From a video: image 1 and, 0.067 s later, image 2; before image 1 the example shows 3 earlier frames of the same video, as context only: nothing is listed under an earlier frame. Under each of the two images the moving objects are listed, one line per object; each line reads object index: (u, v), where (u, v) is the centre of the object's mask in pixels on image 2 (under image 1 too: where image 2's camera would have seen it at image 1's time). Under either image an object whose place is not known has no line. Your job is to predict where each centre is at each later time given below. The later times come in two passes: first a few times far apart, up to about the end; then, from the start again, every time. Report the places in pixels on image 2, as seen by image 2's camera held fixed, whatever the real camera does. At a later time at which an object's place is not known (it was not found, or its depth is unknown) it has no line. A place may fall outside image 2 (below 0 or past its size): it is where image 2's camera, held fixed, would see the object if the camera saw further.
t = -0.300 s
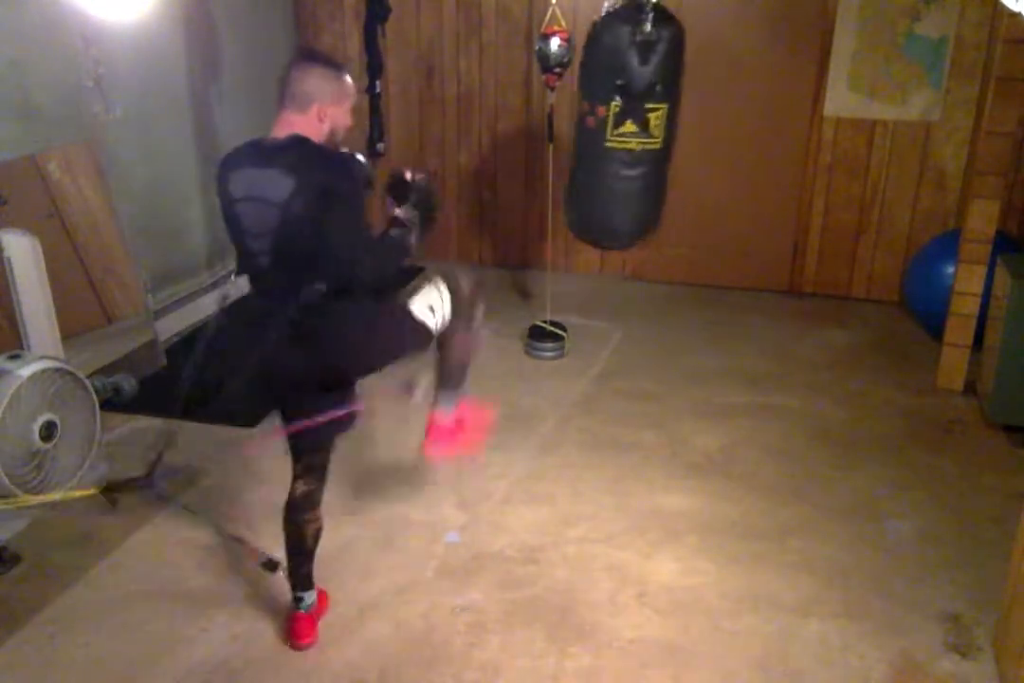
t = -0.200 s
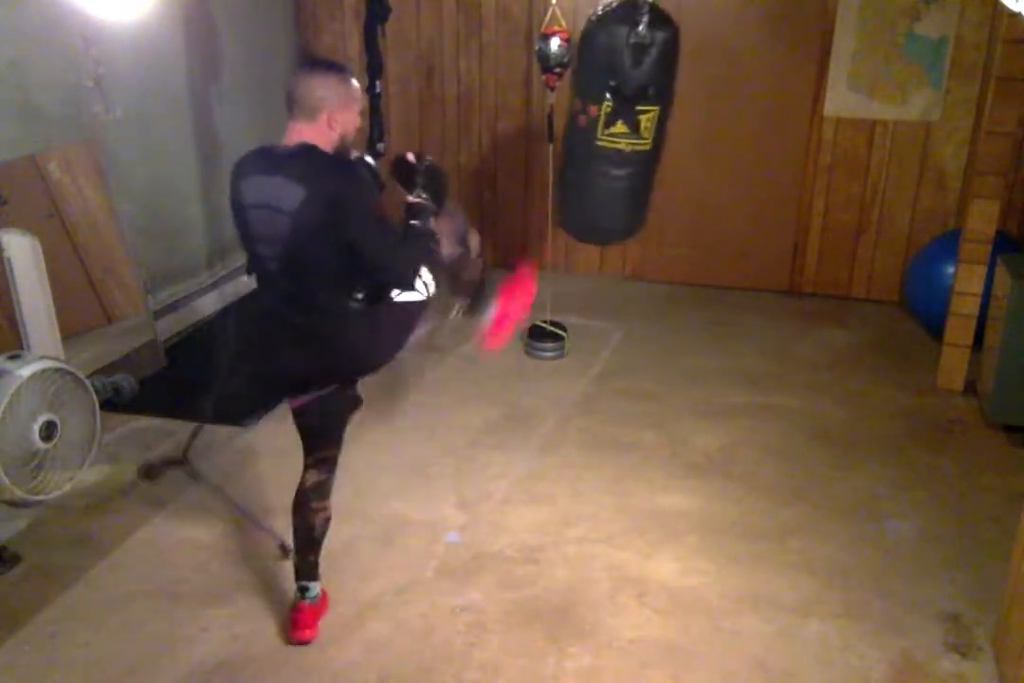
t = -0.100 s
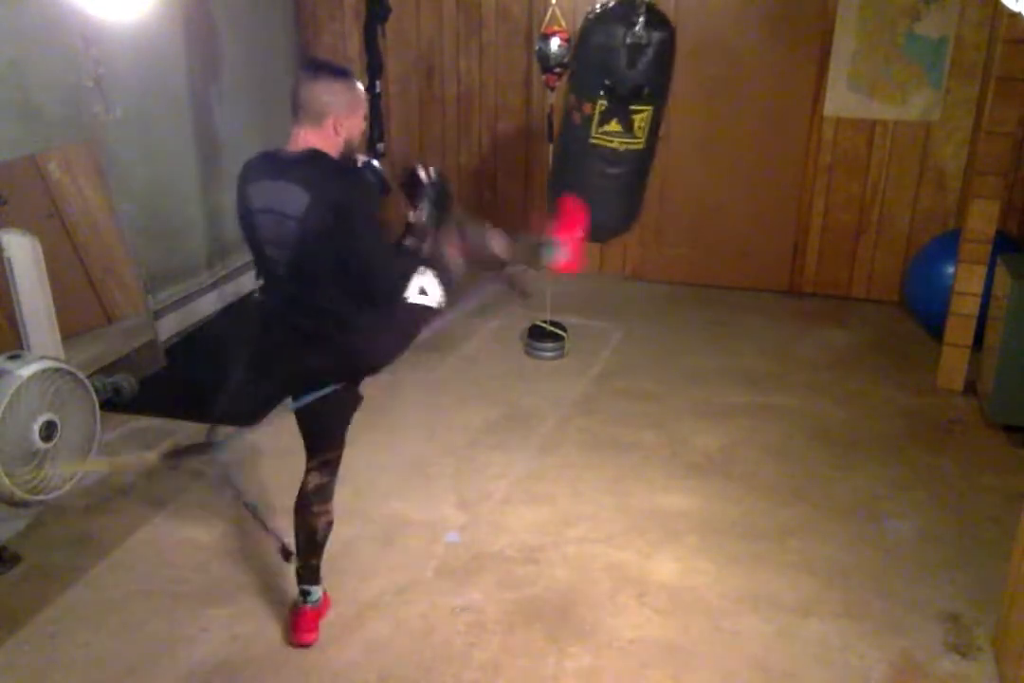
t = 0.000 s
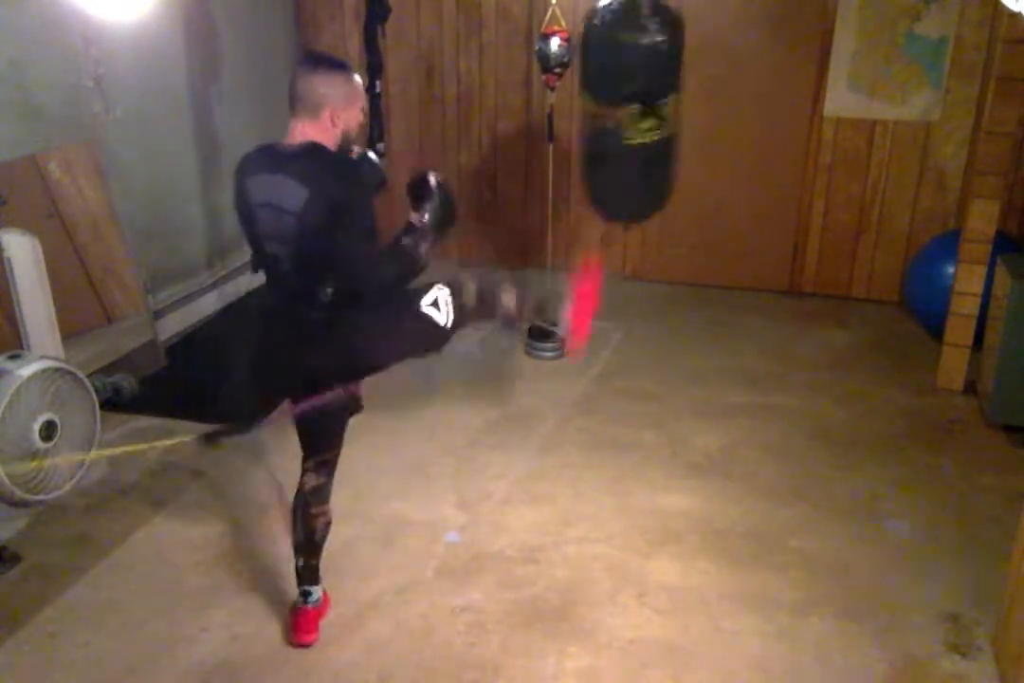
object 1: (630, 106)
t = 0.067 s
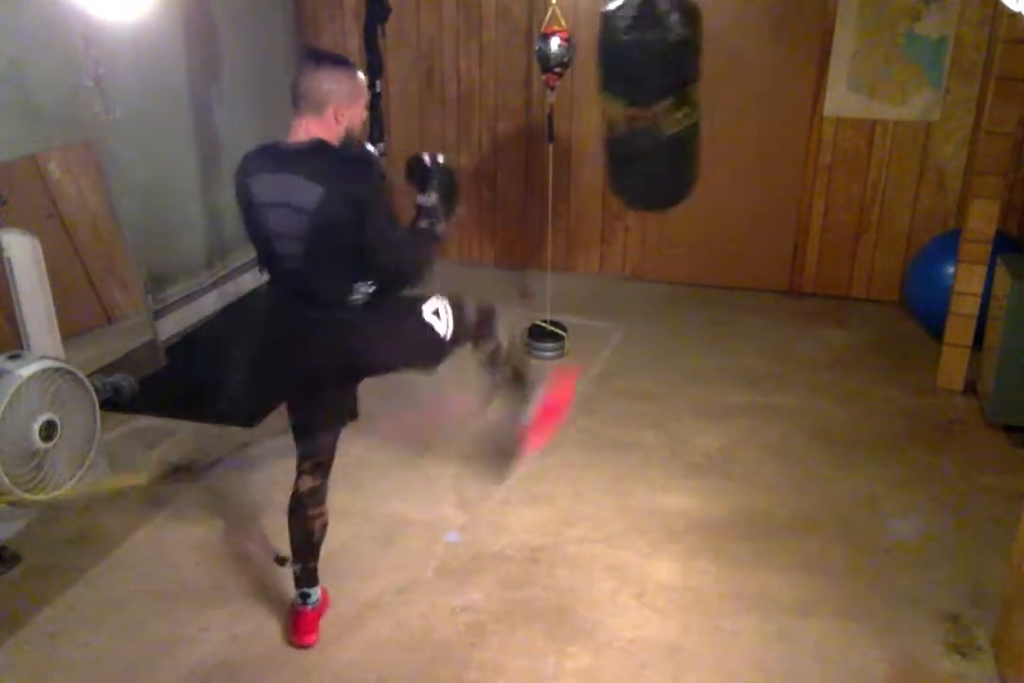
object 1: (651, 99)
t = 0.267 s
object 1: (696, 81)
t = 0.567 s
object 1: (718, 95)
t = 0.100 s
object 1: (660, 95)
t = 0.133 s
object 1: (669, 92)
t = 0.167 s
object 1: (678, 88)
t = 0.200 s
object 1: (684, 86)
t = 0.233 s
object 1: (690, 83)
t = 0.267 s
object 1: (696, 81)
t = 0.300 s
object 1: (700, 79)
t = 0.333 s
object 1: (705, 78)
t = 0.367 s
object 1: (709, 78)
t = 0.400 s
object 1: (712, 79)
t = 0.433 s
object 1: (715, 81)
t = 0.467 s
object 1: (717, 83)
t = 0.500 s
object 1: (719, 86)
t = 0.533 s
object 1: (719, 91)
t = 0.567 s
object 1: (718, 95)
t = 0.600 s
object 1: (714, 100)
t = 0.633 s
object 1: (710, 105)
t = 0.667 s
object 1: (704, 111)
